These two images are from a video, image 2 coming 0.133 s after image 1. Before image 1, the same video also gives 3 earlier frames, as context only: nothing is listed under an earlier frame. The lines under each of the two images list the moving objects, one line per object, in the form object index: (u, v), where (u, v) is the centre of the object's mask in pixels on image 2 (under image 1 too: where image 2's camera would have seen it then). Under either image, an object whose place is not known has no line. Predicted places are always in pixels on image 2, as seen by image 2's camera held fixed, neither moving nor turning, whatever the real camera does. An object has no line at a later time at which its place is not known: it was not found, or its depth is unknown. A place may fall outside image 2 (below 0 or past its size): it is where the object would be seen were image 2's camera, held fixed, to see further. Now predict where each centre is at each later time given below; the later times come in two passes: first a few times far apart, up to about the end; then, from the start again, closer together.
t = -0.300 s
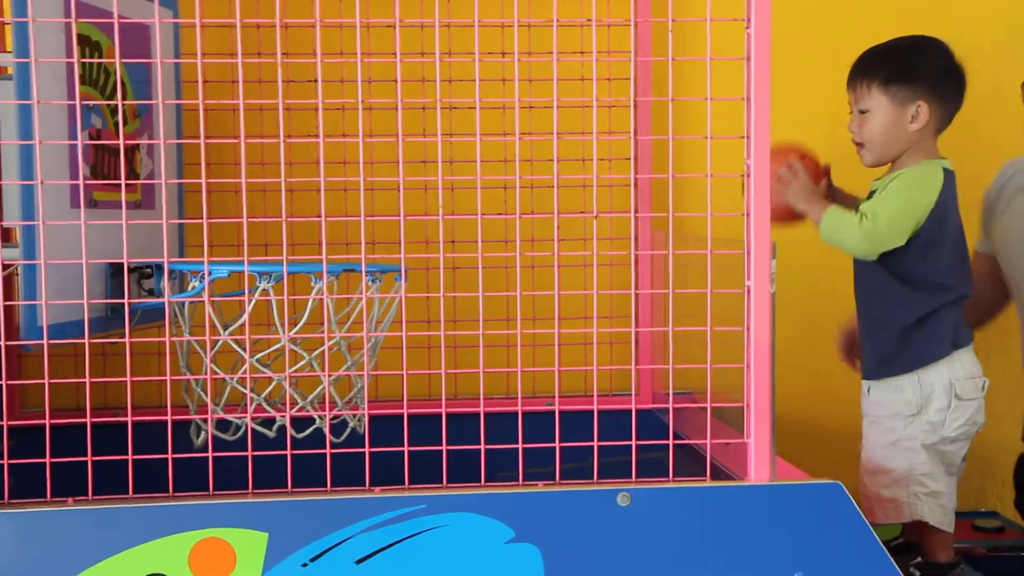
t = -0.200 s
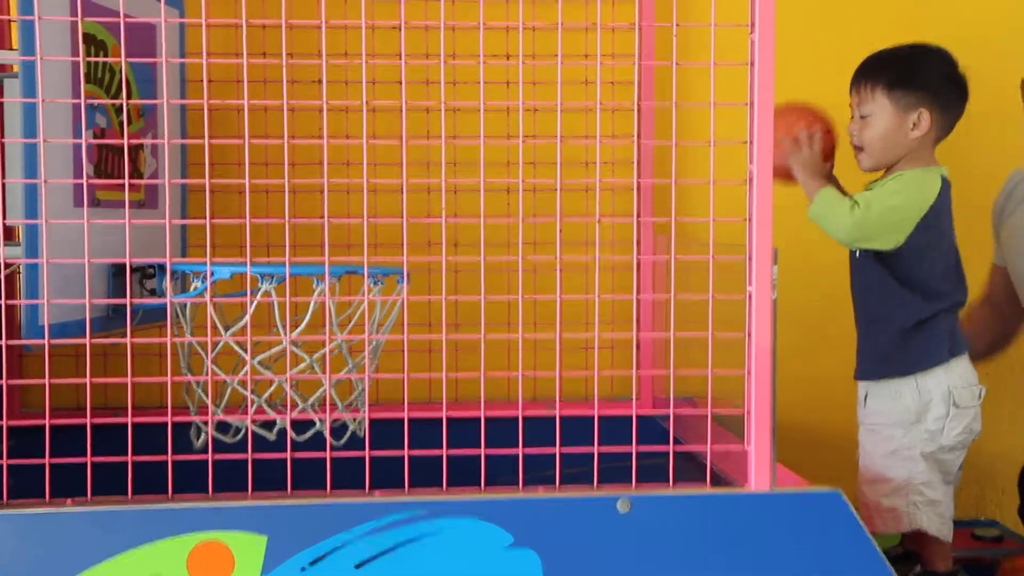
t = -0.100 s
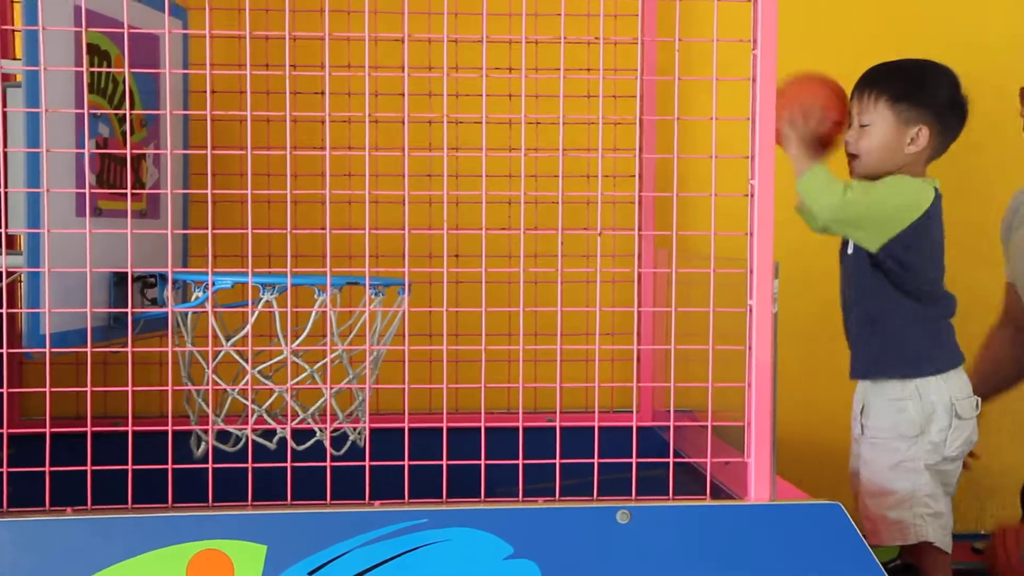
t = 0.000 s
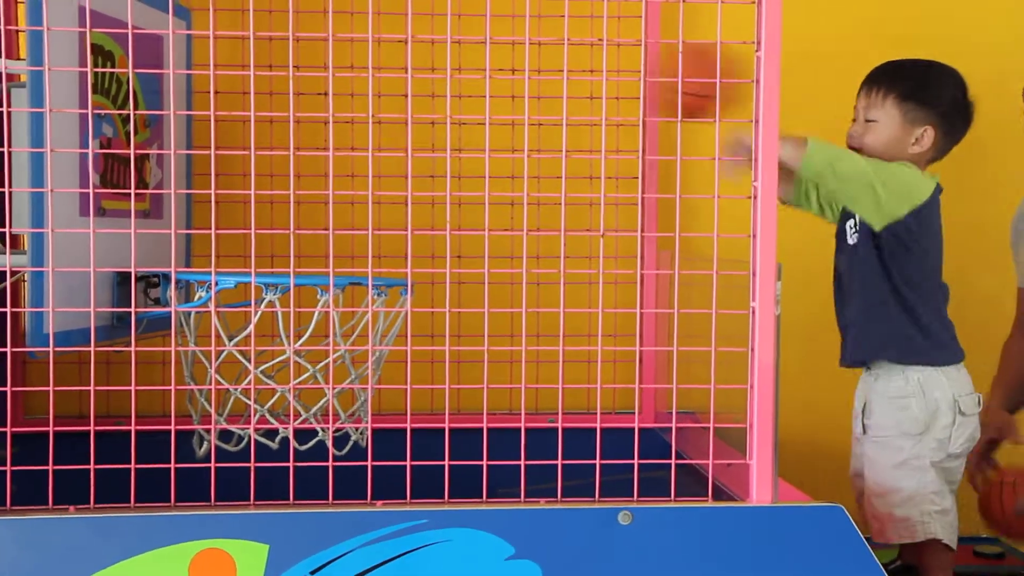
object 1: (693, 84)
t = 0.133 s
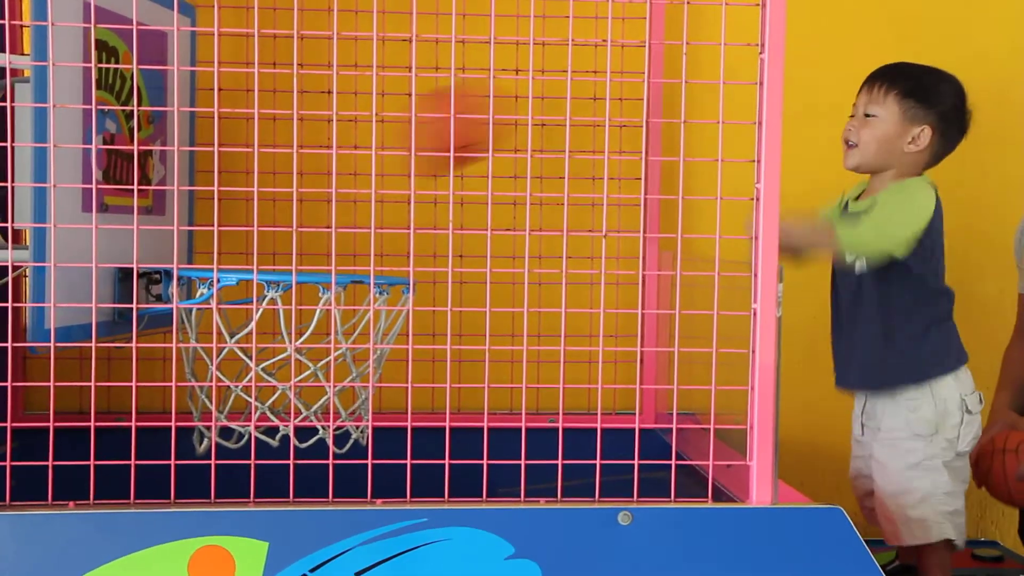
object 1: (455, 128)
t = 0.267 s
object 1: (228, 247)
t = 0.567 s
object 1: (445, 243)
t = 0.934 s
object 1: (563, 399)
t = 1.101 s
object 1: (555, 370)
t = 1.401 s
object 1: (518, 426)
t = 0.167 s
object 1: (388, 158)
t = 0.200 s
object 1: (320, 195)
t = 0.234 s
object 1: (256, 232)
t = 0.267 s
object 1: (228, 247)
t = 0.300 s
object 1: (256, 236)
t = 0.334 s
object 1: (286, 231)
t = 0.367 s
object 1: (318, 235)
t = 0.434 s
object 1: (364, 233)
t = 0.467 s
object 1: (387, 237)
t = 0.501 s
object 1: (404, 233)
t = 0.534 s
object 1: (424, 236)
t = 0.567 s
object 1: (445, 243)
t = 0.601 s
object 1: (467, 263)
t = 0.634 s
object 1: (488, 288)
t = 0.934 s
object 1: (563, 399)
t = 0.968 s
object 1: (562, 383)
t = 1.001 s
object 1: (561, 366)
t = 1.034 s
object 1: (559, 362)
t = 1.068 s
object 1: (558, 362)
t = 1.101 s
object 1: (555, 370)
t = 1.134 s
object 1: (552, 384)
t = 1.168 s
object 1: (549, 407)
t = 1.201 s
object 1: (546, 432)
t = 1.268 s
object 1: (543, 480)
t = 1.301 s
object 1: (537, 467)
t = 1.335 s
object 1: (529, 456)
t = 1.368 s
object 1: (523, 436)
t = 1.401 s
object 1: (518, 426)
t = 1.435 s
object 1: (511, 423)
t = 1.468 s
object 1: (504, 424)
